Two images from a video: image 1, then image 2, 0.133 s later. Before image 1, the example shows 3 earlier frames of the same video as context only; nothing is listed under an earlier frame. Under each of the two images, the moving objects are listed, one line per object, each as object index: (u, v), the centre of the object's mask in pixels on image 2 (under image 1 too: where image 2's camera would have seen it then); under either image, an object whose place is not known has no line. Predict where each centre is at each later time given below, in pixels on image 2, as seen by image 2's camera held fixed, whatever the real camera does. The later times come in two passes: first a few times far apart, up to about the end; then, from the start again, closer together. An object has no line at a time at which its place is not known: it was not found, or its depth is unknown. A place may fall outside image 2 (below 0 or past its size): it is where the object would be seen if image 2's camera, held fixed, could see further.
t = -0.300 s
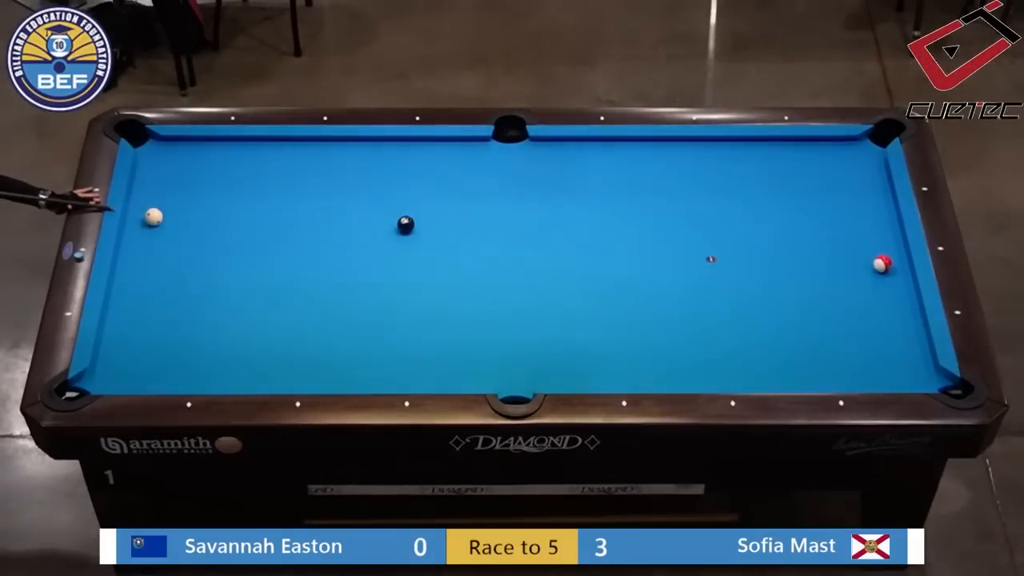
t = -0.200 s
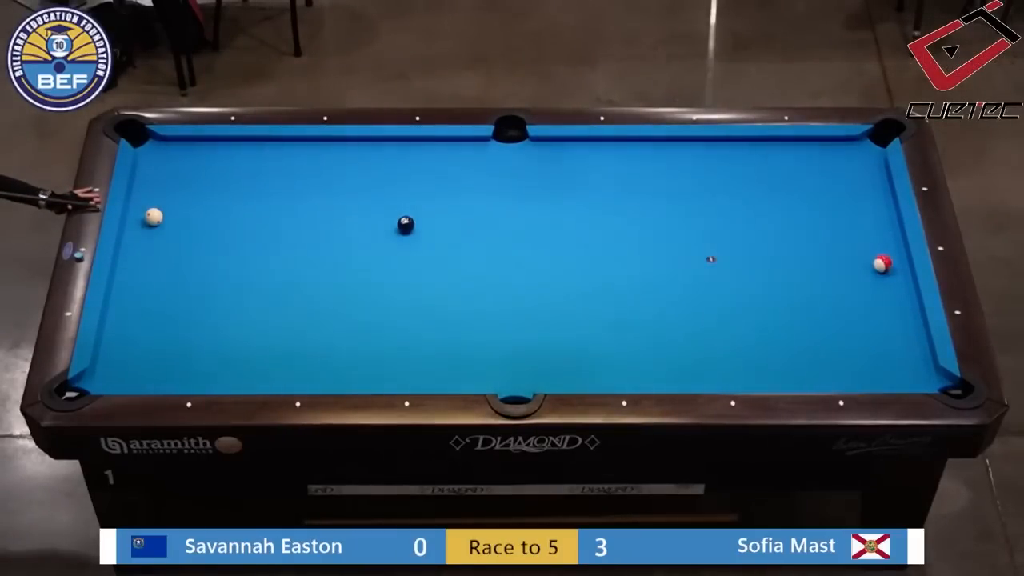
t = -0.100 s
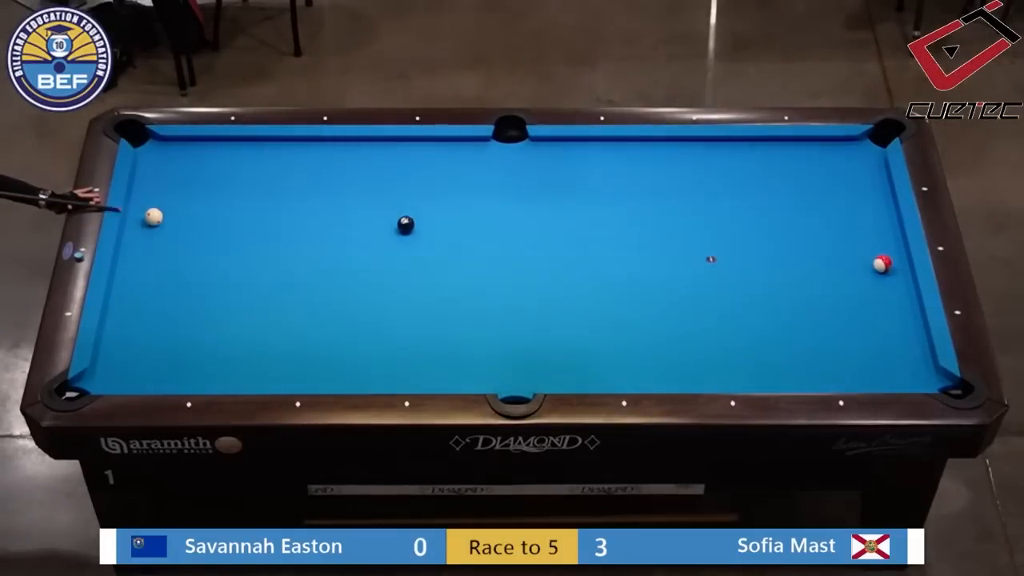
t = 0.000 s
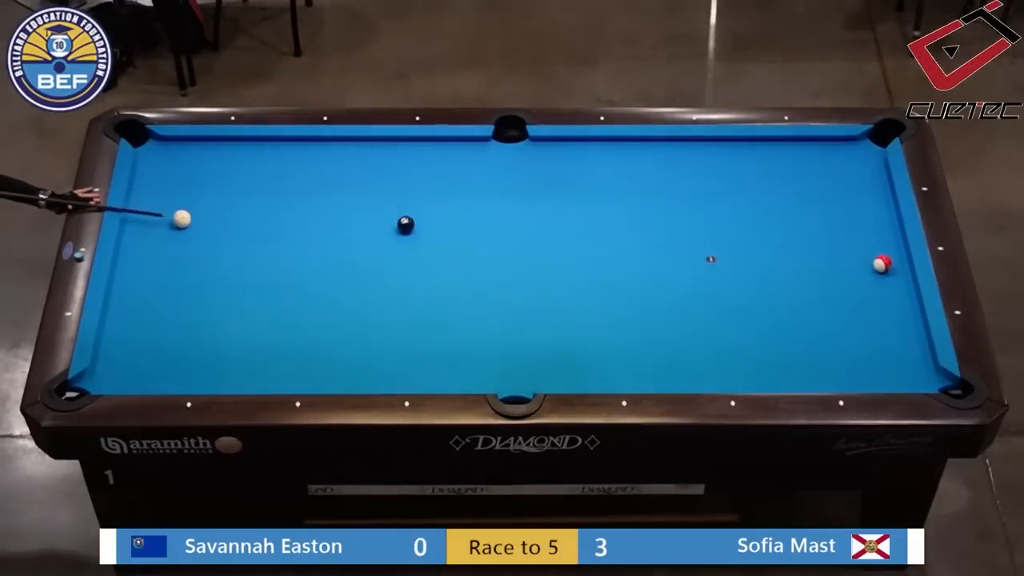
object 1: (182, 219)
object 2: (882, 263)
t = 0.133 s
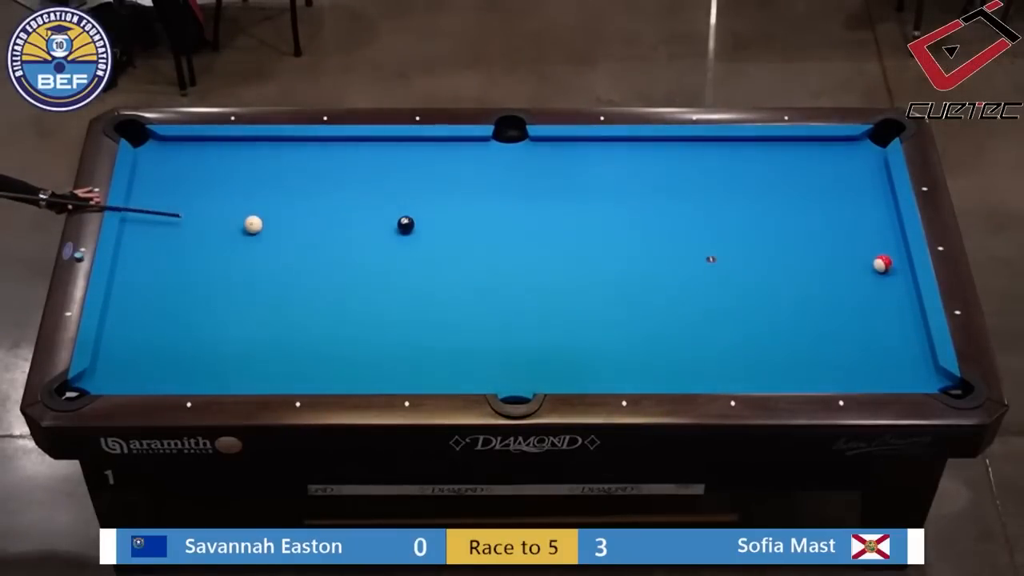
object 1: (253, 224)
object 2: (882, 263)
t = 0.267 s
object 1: (324, 230)
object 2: (882, 263)
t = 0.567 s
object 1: (483, 243)
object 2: (882, 263)
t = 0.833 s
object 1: (624, 253)
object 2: (882, 263)
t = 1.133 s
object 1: (781, 265)
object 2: (882, 263)
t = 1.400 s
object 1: (907, 286)
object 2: (896, 253)
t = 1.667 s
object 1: (860, 312)
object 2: (884, 238)
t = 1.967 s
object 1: (807, 340)
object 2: (861, 223)
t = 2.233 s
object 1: (760, 366)
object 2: (844, 211)
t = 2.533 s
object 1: (708, 371)
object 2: (827, 199)
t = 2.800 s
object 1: (664, 357)
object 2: (813, 189)
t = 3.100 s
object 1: (618, 343)
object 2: (798, 180)
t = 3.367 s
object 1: (579, 331)
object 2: (787, 172)
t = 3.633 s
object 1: (543, 320)
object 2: (778, 166)
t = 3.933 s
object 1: (505, 308)
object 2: (768, 159)
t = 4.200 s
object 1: (474, 298)
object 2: (761, 155)
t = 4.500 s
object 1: (444, 289)
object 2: (756, 151)
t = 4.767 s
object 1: (417, 281)
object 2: (752, 148)
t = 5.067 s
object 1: (389, 272)
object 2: (748, 145)
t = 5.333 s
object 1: (367, 265)
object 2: (747, 144)
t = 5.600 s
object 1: (348, 258)
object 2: (746, 144)
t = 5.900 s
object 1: (327, 252)
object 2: (746, 144)
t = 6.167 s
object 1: (312, 247)
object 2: (746, 144)
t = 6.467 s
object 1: (296, 242)
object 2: (747, 144)
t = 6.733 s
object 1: (284, 238)
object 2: (747, 144)
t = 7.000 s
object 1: (274, 234)
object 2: (747, 144)
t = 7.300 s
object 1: (265, 231)
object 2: (747, 144)
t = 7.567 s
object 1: (258, 230)
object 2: (747, 144)
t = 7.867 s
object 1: (253, 228)
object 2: (746, 144)
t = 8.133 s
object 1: (251, 227)
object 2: (747, 144)
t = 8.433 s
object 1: (249, 226)
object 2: (747, 144)
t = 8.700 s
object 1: (249, 227)
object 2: (747, 144)
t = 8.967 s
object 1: (249, 226)
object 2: (747, 144)
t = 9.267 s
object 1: (249, 226)
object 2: (747, 144)
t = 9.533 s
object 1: (249, 226)
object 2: (747, 144)
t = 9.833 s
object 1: (249, 226)
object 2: (747, 144)
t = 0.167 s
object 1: (271, 226)
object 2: (882, 263)
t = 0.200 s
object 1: (289, 227)
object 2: (882, 263)
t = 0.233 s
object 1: (306, 229)
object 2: (882, 263)
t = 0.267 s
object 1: (324, 230)
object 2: (882, 263)
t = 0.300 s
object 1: (342, 232)
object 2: (882, 263)
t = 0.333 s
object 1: (359, 233)
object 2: (882, 263)
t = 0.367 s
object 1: (377, 234)
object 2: (882, 263)
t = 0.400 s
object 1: (395, 236)
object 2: (882, 263)
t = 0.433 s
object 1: (413, 237)
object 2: (882, 263)
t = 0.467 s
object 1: (430, 239)
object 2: (882, 263)
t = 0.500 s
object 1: (448, 240)
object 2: (882, 263)
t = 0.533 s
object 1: (465, 241)
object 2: (882, 263)
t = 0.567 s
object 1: (483, 243)
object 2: (882, 263)
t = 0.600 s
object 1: (501, 244)
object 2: (882, 263)
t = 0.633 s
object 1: (519, 245)
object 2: (882, 263)
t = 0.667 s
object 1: (536, 247)
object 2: (882, 263)
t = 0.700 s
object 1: (554, 248)
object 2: (882, 263)
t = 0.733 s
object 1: (572, 249)
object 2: (882, 263)
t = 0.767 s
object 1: (589, 250)
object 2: (882, 263)
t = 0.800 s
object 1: (606, 252)
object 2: (882, 263)
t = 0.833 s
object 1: (624, 253)
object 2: (882, 263)
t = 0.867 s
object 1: (641, 255)
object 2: (882, 263)
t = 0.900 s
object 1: (659, 256)
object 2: (882, 263)
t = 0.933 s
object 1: (676, 257)
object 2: (882, 263)
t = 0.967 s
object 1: (694, 258)
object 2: (882, 263)
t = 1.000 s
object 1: (711, 260)
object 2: (882, 263)
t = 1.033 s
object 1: (729, 261)
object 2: (882, 263)
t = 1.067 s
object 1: (746, 262)
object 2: (882, 263)
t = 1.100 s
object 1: (764, 264)
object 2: (882, 263)
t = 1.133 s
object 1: (781, 265)
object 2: (882, 263)
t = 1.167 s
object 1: (799, 266)
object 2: (882, 263)
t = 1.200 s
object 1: (816, 268)
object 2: (882, 263)
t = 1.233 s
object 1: (833, 269)
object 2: (882, 263)
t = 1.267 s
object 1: (850, 270)
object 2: (882, 263)
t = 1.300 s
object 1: (867, 272)
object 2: (883, 263)
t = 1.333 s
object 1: (882, 276)
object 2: (886, 260)
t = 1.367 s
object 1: (894, 281)
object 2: (891, 257)
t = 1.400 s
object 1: (907, 286)
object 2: (896, 253)
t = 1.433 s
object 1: (906, 290)
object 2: (899, 250)
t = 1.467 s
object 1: (898, 292)
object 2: (900, 248)
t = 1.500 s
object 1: (890, 296)
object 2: (897, 247)
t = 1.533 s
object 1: (884, 299)
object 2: (894, 245)
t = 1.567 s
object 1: (878, 302)
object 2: (891, 243)
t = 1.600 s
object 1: (872, 306)
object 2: (889, 241)
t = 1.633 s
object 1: (866, 309)
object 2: (886, 240)
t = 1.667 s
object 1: (860, 312)
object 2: (884, 238)
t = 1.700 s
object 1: (854, 315)
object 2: (881, 236)
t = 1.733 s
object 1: (848, 318)
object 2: (878, 234)
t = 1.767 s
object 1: (842, 322)
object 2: (876, 233)
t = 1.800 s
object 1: (836, 325)
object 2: (873, 231)
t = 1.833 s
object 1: (830, 328)
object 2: (871, 230)
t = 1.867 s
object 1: (825, 331)
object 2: (869, 228)
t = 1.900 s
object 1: (819, 334)
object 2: (866, 226)
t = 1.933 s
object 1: (813, 337)
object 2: (864, 225)
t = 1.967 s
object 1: (807, 340)
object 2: (861, 223)
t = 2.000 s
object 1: (801, 344)
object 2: (859, 221)
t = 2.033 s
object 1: (795, 347)
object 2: (857, 220)
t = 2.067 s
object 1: (789, 350)
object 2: (855, 218)
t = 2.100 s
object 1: (784, 353)
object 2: (853, 217)
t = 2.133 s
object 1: (778, 356)
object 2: (851, 216)
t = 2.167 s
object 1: (772, 359)
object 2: (849, 214)
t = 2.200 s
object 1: (766, 363)
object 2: (846, 212)
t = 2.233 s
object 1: (760, 366)
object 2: (844, 211)
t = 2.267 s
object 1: (754, 368)
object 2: (842, 210)
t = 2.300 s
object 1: (752, 370)
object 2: (841, 209)
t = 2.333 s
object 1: (743, 374)
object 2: (838, 207)
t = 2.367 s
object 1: (737, 376)
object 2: (836, 206)
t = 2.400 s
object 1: (731, 376)
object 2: (834, 204)
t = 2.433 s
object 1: (725, 374)
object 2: (832, 203)
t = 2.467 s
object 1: (719, 373)
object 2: (830, 202)
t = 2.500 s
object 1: (714, 372)
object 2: (829, 200)
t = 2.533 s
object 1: (708, 371)
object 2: (827, 199)
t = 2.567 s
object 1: (702, 369)
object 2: (825, 198)
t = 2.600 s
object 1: (697, 368)
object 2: (823, 197)
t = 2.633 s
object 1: (691, 366)
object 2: (821, 195)
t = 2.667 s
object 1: (686, 364)
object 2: (820, 194)
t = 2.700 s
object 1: (680, 362)
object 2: (818, 193)
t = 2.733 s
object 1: (675, 361)
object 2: (816, 192)
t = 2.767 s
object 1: (669, 359)
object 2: (814, 191)
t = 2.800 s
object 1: (664, 357)
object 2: (813, 189)
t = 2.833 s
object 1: (659, 356)
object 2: (811, 188)
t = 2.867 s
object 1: (653, 354)
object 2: (809, 187)
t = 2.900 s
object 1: (648, 352)
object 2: (807, 186)
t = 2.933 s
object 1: (643, 350)
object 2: (805, 185)
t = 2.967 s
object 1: (638, 349)
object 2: (804, 184)
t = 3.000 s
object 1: (633, 347)
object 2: (803, 183)
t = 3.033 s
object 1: (628, 346)
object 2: (801, 182)
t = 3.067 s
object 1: (623, 345)
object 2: (799, 181)
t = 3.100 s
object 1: (618, 343)
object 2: (798, 180)
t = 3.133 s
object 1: (613, 341)
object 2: (796, 179)
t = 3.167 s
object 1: (608, 340)
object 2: (795, 178)
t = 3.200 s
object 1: (603, 339)
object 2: (794, 177)
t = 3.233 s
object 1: (598, 337)
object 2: (793, 176)
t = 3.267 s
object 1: (593, 336)
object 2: (791, 175)
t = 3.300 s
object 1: (588, 334)
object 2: (790, 174)
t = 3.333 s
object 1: (584, 333)
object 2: (789, 173)
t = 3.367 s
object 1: (579, 331)
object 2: (787, 172)
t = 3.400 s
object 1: (574, 330)
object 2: (786, 171)
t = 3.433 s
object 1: (570, 328)
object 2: (785, 170)
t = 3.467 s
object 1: (565, 327)
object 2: (784, 170)
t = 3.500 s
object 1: (561, 325)
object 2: (782, 169)
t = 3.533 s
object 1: (556, 324)
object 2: (781, 168)
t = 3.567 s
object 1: (552, 323)
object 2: (780, 168)
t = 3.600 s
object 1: (547, 321)
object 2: (779, 167)
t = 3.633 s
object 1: (543, 320)
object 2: (778, 166)
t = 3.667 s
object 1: (539, 319)
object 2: (777, 165)
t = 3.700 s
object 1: (535, 317)
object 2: (775, 164)
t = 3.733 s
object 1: (530, 316)
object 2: (774, 164)
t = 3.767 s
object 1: (526, 314)
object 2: (773, 163)
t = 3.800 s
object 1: (522, 313)
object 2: (772, 162)
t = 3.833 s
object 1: (518, 312)
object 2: (771, 161)
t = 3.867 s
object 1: (513, 311)
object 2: (769, 160)
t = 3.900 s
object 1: (509, 309)
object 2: (768, 159)
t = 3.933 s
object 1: (505, 308)
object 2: (768, 159)
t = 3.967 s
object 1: (501, 307)
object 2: (767, 158)
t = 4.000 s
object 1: (498, 305)
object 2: (766, 158)
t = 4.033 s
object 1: (493, 304)
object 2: (765, 157)
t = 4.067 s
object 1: (490, 303)
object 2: (764, 157)
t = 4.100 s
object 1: (485, 302)
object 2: (763, 156)
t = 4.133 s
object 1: (482, 301)
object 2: (763, 156)
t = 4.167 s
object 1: (478, 300)
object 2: (762, 155)
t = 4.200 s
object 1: (474, 298)
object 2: (761, 155)
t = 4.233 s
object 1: (472, 298)
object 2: (761, 155)
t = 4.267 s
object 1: (469, 297)
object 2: (760, 154)
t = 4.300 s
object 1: (465, 296)
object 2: (760, 154)
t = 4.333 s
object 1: (461, 294)
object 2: (759, 153)
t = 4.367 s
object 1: (458, 293)
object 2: (758, 153)
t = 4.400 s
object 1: (454, 292)
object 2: (758, 152)
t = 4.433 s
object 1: (450, 291)
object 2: (757, 152)
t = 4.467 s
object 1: (447, 290)
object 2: (756, 151)
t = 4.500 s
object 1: (444, 289)
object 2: (756, 151)
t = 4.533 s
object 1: (440, 288)
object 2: (755, 150)
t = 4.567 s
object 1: (437, 287)
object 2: (755, 150)
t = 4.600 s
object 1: (433, 286)
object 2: (754, 149)
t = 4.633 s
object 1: (430, 285)
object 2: (754, 149)
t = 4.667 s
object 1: (427, 284)
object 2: (753, 149)
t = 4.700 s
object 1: (424, 283)
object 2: (753, 148)
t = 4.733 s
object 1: (421, 282)
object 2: (752, 148)
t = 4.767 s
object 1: (417, 281)
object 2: (752, 148)
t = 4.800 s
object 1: (414, 280)
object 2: (751, 147)
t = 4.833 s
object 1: (411, 279)
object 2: (751, 147)
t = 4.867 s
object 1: (408, 278)
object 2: (751, 147)
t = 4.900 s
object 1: (405, 277)
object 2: (750, 146)
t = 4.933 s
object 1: (401, 276)
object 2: (750, 146)
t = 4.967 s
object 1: (399, 275)
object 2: (749, 146)
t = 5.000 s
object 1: (396, 274)
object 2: (749, 146)
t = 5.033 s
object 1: (392, 273)
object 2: (749, 145)
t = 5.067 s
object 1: (389, 272)
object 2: (748, 145)
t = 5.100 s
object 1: (387, 271)
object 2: (748, 145)
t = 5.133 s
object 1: (384, 270)
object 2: (748, 145)
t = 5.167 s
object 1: (381, 269)
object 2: (747, 145)
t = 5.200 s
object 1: (378, 269)
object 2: (747, 145)
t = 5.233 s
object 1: (376, 268)
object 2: (747, 145)
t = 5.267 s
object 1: (373, 267)
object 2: (747, 144)
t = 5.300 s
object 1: (370, 266)
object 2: (747, 144)
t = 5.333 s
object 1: (367, 265)
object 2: (747, 144)
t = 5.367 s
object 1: (365, 264)
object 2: (747, 144)
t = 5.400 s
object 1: (362, 263)
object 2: (746, 144)
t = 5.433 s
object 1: (360, 262)
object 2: (746, 144)
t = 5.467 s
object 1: (357, 262)
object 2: (746, 144)
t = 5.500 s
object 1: (355, 261)
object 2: (746, 144)
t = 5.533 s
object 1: (352, 260)
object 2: (746, 144)
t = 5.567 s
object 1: (350, 259)
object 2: (746, 144)
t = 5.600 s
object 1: (348, 258)
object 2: (746, 144)
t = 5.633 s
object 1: (345, 258)
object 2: (746, 144)
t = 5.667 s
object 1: (343, 257)
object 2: (746, 144)
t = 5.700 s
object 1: (340, 256)
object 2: (746, 144)
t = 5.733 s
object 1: (338, 255)
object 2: (746, 144)
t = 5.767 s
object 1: (336, 255)
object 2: (746, 144)
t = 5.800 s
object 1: (334, 254)
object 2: (746, 144)
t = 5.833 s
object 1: (332, 253)
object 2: (746, 144)
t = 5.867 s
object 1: (329, 253)
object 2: (746, 144)
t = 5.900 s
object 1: (327, 252)
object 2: (746, 144)
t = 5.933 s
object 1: (325, 252)
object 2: (746, 144)
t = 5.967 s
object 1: (323, 251)
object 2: (746, 144)
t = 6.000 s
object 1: (321, 250)
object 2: (747, 144)
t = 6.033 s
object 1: (319, 250)
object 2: (746, 144)
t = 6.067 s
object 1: (317, 248)
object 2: (746, 144)
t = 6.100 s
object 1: (316, 248)
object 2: (746, 144)
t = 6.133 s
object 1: (314, 247)
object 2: (746, 144)
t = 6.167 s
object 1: (312, 247)
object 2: (746, 144)
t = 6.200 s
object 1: (310, 246)
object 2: (747, 144)
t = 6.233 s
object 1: (308, 245)
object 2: (747, 144)
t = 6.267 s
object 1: (306, 244)
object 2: (747, 144)
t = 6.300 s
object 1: (305, 244)
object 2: (747, 144)
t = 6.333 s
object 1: (303, 244)
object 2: (747, 144)
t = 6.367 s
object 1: (301, 243)
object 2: (747, 144)
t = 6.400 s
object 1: (300, 243)
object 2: (747, 144)
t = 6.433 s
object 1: (297, 242)
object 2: (747, 144)
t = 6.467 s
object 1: (296, 242)
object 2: (747, 144)
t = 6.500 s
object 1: (294, 241)
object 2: (747, 144)
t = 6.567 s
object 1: (291, 240)
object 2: (747, 144)
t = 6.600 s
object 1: (290, 240)
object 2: (747, 144)
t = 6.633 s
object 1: (288, 239)
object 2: (747, 144)
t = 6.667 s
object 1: (287, 239)
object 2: (747, 144)
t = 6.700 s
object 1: (286, 238)
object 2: (747, 144)
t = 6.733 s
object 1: (284, 238)
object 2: (747, 144)
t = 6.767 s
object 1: (283, 237)
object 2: (747, 144)
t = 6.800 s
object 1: (282, 237)
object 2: (747, 144)
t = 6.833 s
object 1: (280, 236)
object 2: (747, 144)
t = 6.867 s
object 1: (279, 236)
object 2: (747, 144)
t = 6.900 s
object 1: (277, 236)
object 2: (747, 144)
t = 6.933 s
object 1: (276, 235)
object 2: (747, 144)
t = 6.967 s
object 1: (275, 235)
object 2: (747, 144)
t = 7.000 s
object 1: (274, 234)
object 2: (747, 144)
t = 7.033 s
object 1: (273, 234)
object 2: (747, 144)
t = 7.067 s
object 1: (272, 234)
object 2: (747, 144)
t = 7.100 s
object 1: (271, 234)
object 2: (747, 144)
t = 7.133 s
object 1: (269, 233)
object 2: (747, 144)
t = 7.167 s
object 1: (269, 233)
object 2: (747, 144)
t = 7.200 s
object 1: (268, 232)
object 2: (747, 144)
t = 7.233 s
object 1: (267, 232)
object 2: (747, 144)
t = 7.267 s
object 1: (266, 232)
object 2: (747, 144)
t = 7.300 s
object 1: (265, 231)
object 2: (747, 144)
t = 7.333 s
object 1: (264, 231)
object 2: (747, 144)
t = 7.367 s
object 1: (263, 231)
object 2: (747, 144)
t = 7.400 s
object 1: (262, 230)
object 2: (747, 144)
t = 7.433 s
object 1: (261, 230)
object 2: (747, 144)
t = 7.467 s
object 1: (261, 230)
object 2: (747, 144)
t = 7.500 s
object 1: (260, 230)
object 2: (747, 144)
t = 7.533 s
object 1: (259, 230)
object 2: (747, 144)
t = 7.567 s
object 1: (258, 230)
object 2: (747, 144)
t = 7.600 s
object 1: (258, 229)
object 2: (747, 144)
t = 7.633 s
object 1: (257, 229)
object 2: (747, 144)
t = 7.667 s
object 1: (256, 229)
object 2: (747, 144)
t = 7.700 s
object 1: (256, 229)
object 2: (747, 144)
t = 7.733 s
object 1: (255, 228)
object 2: (747, 144)
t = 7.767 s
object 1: (255, 228)
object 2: (747, 144)
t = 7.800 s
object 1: (254, 228)
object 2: (746, 144)
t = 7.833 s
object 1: (254, 228)
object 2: (746, 144)
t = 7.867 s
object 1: (253, 228)
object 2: (746, 144)
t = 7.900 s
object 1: (253, 227)
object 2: (747, 144)
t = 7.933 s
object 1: (253, 227)
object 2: (746, 144)
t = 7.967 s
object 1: (252, 227)
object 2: (747, 144)
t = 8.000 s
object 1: (252, 227)
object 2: (747, 144)
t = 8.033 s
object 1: (252, 227)
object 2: (747, 144)
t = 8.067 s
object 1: (252, 227)
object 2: (747, 144)
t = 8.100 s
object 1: (251, 227)
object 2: (747, 144)
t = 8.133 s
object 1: (251, 227)
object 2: (747, 144)
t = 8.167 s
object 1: (251, 226)
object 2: (747, 144)
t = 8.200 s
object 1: (251, 226)
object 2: (747, 144)
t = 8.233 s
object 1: (250, 226)
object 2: (747, 144)
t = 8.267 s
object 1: (250, 226)
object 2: (747, 144)
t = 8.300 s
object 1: (250, 226)
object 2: (746, 144)
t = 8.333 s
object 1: (250, 226)
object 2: (747, 144)
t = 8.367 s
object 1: (250, 226)
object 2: (747, 144)
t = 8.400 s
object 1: (250, 226)
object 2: (747, 144)
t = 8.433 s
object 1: (249, 226)
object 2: (747, 144)
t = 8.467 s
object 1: (249, 226)
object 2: (747, 144)
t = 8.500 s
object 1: (249, 226)
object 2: (747, 144)
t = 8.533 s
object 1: (249, 226)
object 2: (747, 144)
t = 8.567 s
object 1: (249, 226)
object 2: (747, 144)
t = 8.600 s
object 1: (249, 226)
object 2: (747, 144)
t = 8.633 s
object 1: (249, 226)
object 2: (747, 144)
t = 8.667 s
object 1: (249, 226)
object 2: (747, 144)
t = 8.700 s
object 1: (249, 227)
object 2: (747, 144)
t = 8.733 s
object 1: (249, 226)
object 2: (747, 144)
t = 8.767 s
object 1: (249, 226)
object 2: (747, 144)
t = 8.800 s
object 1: (249, 226)
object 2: (747, 144)
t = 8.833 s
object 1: (249, 226)
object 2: (747, 144)
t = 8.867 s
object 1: (249, 226)
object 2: (747, 144)
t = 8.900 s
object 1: (249, 227)
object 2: (747, 144)
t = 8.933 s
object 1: (249, 227)
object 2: (747, 144)
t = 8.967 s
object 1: (249, 226)
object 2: (747, 144)
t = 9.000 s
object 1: (249, 226)
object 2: (747, 144)
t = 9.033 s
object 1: (249, 226)
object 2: (747, 144)
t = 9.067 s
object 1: (249, 227)
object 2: (747, 144)
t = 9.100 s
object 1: (249, 226)
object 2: (747, 144)
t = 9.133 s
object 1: (249, 226)
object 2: (747, 144)
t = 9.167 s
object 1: (249, 226)
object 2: (747, 144)
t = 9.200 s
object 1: (249, 226)
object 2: (747, 144)
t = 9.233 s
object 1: (249, 226)
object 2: (747, 144)
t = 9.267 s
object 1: (249, 226)
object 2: (747, 144)
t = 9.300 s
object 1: (249, 226)
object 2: (747, 144)
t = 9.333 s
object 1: (249, 226)
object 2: (747, 144)
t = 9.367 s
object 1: (249, 226)
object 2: (747, 144)
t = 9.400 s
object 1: (249, 226)
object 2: (747, 144)
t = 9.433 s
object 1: (249, 226)
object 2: (747, 144)
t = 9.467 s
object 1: (249, 226)
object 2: (747, 144)
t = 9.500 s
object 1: (249, 226)
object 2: (747, 144)
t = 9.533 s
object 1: (249, 226)
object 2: (747, 144)
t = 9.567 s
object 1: (249, 226)
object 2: (747, 144)
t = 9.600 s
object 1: (249, 226)
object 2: (747, 144)
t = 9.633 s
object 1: (249, 226)
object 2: (747, 144)
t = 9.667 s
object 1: (249, 226)
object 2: (747, 144)
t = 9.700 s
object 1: (249, 226)
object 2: (747, 144)
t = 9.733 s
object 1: (249, 226)
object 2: (747, 144)
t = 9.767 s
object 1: (249, 226)
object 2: (747, 144)
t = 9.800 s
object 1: (249, 226)
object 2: (747, 144)
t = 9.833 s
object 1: (249, 226)
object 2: (747, 144)
